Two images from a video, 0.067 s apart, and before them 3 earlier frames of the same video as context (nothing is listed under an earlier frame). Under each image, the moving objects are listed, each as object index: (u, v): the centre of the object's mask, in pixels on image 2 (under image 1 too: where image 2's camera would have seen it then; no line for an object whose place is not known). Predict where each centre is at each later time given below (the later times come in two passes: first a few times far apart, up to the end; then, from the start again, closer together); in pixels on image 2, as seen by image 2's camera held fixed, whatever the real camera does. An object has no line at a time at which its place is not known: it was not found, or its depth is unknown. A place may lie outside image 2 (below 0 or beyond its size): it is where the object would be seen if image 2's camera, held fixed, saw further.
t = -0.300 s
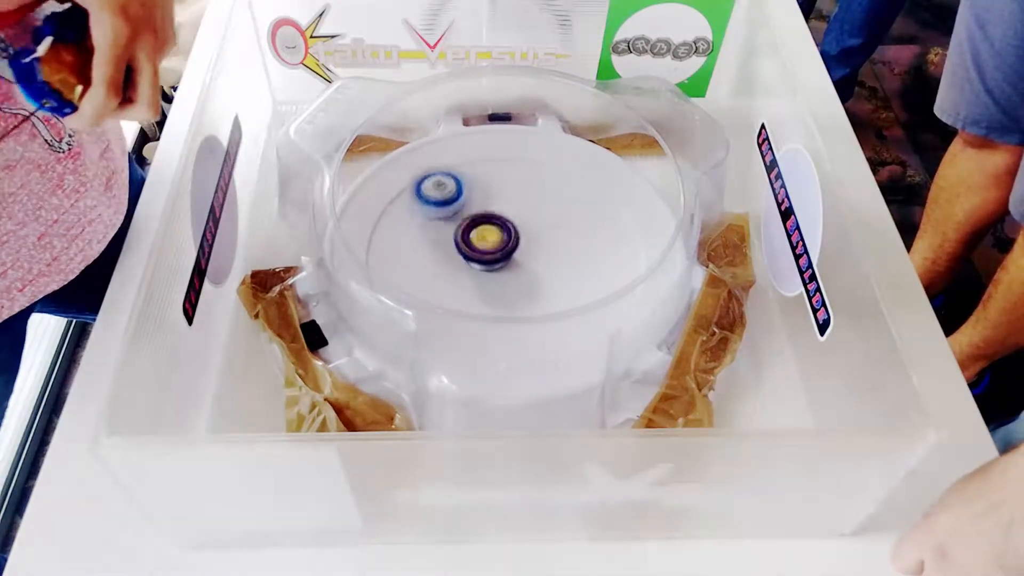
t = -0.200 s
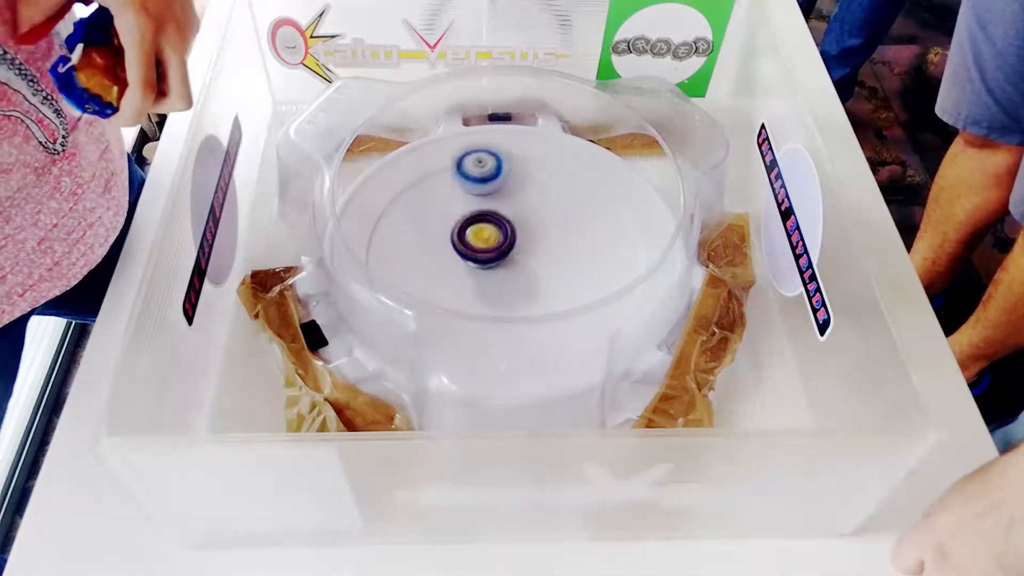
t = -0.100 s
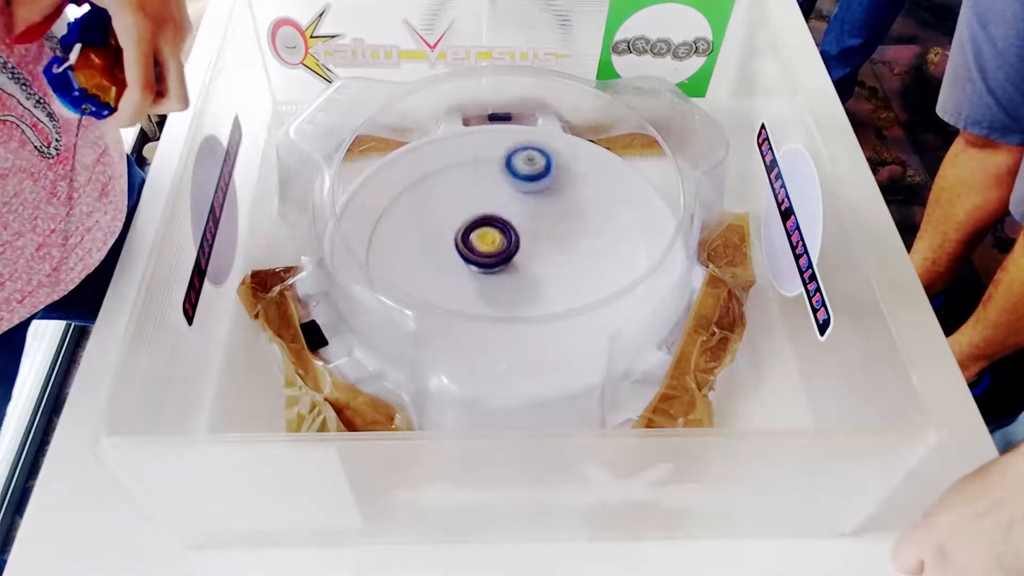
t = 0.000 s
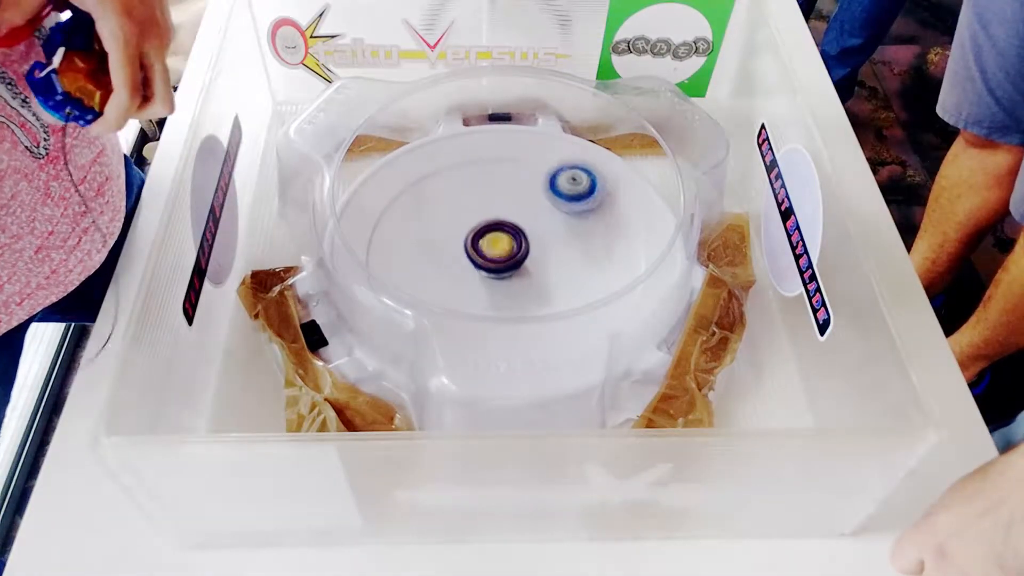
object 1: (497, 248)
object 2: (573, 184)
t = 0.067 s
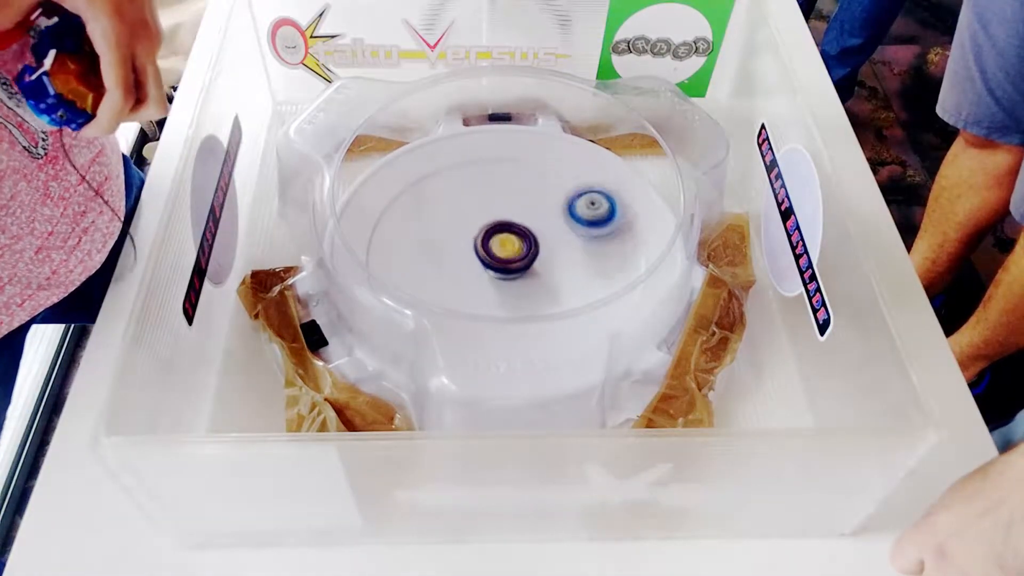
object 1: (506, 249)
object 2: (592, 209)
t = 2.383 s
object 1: (467, 289)
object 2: (556, 280)
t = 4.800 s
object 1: (574, 278)
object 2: (478, 224)
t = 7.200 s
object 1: (507, 285)
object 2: (480, 220)
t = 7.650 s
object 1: (510, 275)
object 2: (472, 224)
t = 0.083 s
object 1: (508, 249)
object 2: (594, 216)
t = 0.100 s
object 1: (509, 248)
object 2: (596, 223)
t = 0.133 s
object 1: (512, 246)
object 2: (596, 238)
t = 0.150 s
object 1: (512, 246)
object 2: (595, 246)
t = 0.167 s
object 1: (512, 246)
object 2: (593, 253)
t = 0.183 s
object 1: (512, 246)
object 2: (589, 260)
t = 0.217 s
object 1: (509, 247)
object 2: (579, 273)
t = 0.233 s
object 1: (507, 248)
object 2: (573, 279)
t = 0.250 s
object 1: (505, 249)
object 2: (566, 285)
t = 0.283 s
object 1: (500, 250)
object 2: (551, 294)
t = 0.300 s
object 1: (497, 251)
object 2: (542, 296)
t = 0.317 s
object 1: (493, 251)
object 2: (532, 298)
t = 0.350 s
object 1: (487, 251)
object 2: (514, 300)
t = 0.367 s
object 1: (484, 250)
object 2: (505, 301)
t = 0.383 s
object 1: (481, 249)
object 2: (495, 300)
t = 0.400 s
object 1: (479, 249)
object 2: (486, 299)
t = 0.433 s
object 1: (473, 244)
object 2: (471, 299)
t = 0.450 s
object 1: (470, 239)
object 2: (464, 299)
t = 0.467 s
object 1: (467, 235)
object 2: (457, 299)
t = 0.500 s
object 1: (464, 227)
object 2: (445, 296)
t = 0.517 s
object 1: (463, 224)
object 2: (437, 298)
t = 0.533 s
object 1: (463, 221)
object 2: (432, 291)
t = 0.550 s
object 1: (463, 220)
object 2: (426, 288)
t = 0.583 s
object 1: (463, 217)
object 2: (413, 281)
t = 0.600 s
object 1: (464, 216)
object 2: (408, 276)
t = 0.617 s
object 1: (464, 215)
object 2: (404, 273)
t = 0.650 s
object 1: (466, 213)
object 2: (393, 262)
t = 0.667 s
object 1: (467, 212)
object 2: (390, 256)
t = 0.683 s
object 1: (468, 211)
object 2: (388, 250)
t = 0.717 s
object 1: (469, 210)
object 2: (386, 237)
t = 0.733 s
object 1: (470, 210)
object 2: (387, 231)
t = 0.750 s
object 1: (470, 209)
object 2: (389, 225)
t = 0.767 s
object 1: (471, 208)
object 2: (391, 219)
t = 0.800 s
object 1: (473, 207)
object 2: (398, 208)
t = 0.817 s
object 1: (474, 207)
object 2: (402, 203)
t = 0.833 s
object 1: (475, 206)
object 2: (406, 198)
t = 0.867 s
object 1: (490, 204)
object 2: (409, 191)
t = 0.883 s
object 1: (497, 203)
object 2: (411, 188)
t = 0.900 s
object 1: (503, 203)
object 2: (414, 185)
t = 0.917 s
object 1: (508, 203)
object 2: (419, 182)
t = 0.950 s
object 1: (517, 204)
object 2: (430, 177)
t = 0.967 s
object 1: (520, 204)
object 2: (438, 175)
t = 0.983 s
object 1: (523, 205)
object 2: (445, 175)
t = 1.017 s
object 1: (526, 207)
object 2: (460, 174)
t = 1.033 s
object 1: (527, 208)
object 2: (468, 175)
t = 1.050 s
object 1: (533, 210)
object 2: (473, 175)
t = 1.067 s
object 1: (541, 212)
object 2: (475, 175)
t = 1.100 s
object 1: (556, 219)
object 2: (481, 177)
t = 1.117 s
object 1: (561, 222)
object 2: (485, 179)
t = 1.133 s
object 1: (566, 225)
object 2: (489, 182)
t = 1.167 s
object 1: (572, 230)
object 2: (499, 190)
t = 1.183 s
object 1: (575, 233)
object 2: (503, 195)
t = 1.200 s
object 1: (576, 235)
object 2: (507, 200)
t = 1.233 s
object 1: (578, 238)
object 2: (514, 213)
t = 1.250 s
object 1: (584, 239)
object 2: (514, 219)
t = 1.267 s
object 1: (600, 242)
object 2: (504, 222)
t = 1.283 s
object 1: (616, 244)
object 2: (494, 227)
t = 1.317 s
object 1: (636, 245)
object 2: (476, 236)
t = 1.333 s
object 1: (651, 248)
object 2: (468, 239)
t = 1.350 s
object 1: (659, 253)
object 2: (460, 242)
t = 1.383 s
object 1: (642, 268)
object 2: (446, 247)
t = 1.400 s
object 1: (633, 274)
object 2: (438, 248)
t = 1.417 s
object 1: (621, 284)
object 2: (432, 250)
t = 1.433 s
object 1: (611, 289)
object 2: (427, 251)
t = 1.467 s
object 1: (586, 302)
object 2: (417, 251)
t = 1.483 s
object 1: (573, 308)
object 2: (413, 250)
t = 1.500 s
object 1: (562, 311)
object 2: (409, 249)
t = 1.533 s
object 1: (538, 318)
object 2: (402, 247)
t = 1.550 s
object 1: (525, 320)
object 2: (399, 246)
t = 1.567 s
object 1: (514, 320)
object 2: (397, 244)
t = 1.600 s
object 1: (494, 319)
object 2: (392, 240)
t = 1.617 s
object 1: (483, 318)
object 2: (391, 238)
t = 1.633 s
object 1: (476, 316)
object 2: (390, 235)
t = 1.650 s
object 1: (468, 314)
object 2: (390, 233)
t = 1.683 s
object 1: (455, 308)
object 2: (389, 228)
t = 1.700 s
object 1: (451, 306)
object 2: (390, 225)
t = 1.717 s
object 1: (446, 302)
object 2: (391, 223)
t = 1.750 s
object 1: (440, 295)
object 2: (394, 216)
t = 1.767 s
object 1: (438, 293)
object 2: (397, 213)
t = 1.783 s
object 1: (437, 290)
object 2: (401, 211)
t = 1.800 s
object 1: (438, 282)
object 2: (405, 209)
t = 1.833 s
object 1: (437, 279)
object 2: (416, 207)
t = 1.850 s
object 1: (437, 277)
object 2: (423, 208)
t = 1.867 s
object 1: (438, 276)
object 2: (429, 208)
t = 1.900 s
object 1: (441, 272)
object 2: (444, 212)
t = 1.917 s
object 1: (442, 270)
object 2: (451, 216)
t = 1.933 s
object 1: (444, 269)
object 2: (458, 218)
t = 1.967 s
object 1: (450, 278)
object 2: (470, 216)
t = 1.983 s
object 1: (452, 281)
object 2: (475, 215)
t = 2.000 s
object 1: (455, 284)
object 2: (483, 215)
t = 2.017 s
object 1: (458, 286)
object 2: (488, 215)
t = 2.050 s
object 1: (463, 289)
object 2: (499, 217)
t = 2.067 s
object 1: (466, 291)
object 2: (504, 219)
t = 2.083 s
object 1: (468, 291)
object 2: (509, 221)
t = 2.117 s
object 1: (473, 292)
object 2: (518, 227)
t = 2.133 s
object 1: (474, 292)
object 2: (521, 230)
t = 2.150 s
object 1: (476, 292)
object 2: (524, 234)
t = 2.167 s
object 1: (477, 290)
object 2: (527, 237)
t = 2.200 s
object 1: (479, 289)
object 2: (530, 247)
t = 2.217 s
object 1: (480, 289)
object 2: (532, 251)
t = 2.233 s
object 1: (478, 289)
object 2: (534, 255)
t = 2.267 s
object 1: (475, 289)
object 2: (539, 260)
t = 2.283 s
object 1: (474, 289)
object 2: (540, 264)
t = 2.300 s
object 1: (474, 289)
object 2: (542, 267)
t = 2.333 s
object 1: (476, 289)
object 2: (545, 274)
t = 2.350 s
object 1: (474, 289)
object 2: (547, 276)
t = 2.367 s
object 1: (470, 289)
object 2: (551, 278)
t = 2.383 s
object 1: (467, 289)
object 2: (556, 280)
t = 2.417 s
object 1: (463, 288)
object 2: (560, 285)
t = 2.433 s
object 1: (463, 288)
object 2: (563, 287)
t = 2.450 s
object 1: (462, 288)
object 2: (564, 289)
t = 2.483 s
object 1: (462, 286)
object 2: (564, 294)
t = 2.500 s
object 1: (461, 285)
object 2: (563, 296)
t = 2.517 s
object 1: (462, 285)
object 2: (561, 298)
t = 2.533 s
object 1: (462, 284)
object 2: (560, 299)
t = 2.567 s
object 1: (464, 280)
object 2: (557, 308)
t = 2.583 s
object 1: (465, 279)
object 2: (554, 310)
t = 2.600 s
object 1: (466, 277)
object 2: (551, 313)
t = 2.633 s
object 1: (469, 274)
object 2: (541, 317)
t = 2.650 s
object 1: (470, 272)
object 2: (536, 319)
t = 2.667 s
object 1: (472, 270)
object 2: (530, 321)
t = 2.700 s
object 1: (475, 267)
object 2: (518, 320)
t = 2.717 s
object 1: (478, 265)
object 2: (511, 318)
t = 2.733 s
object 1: (480, 264)
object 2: (505, 317)
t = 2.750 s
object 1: (482, 262)
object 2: (500, 314)
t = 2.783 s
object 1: (487, 258)
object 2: (488, 307)
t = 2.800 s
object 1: (489, 255)
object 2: (484, 302)
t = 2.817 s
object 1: (491, 252)
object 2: (480, 300)
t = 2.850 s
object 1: (495, 239)
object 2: (476, 298)
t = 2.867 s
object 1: (498, 231)
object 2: (474, 297)
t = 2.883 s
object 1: (501, 223)
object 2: (472, 293)
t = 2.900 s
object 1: (504, 216)
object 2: (472, 291)
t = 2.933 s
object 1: (512, 203)
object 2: (472, 282)
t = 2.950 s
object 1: (518, 197)
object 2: (472, 278)
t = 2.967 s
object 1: (522, 191)
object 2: (475, 274)
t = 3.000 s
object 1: (533, 181)
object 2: (479, 266)
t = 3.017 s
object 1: (539, 177)
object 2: (483, 262)
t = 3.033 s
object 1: (546, 174)
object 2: (488, 259)
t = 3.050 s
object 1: (553, 172)
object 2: (491, 256)
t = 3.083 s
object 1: (564, 173)
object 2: (499, 251)
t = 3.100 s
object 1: (569, 177)
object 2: (505, 248)
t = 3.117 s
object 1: (573, 181)
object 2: (509, 245)
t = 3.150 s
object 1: (582, 191)
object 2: (518, 243)
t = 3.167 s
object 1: (586, 196)
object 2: (524, 241)
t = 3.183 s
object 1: (590, 202)
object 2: (528, 240)
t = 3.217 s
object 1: (597, 214)
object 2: (539, 239)
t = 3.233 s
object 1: (604, 216)
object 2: (538, 240)
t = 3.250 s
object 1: (615, 217)
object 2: (534, 245)
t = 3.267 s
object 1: (617, 220)
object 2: (531, 249)
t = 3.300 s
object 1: (620, 231)
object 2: (525, 257)
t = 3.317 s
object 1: (621, 239)
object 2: (522, 259)
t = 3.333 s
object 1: (621, 244)
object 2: (520, 262)
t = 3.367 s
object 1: (617, 257)
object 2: (515, 265)
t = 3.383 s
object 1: (614, 262)
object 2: (514, 266)
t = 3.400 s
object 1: (609, 267)
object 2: (512, 266)
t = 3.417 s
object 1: (604, 273)
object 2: (510, 265)
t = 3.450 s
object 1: (596, 289)
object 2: (505, 263)
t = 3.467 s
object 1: (590, 295)
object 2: (504, 263)
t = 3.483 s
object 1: (582, 301)
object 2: (503, 261)
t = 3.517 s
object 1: (563, 311)
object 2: (501, 258)
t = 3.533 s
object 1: (553, 315)
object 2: (500, 255)
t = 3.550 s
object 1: (543, 318)
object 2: (499, 254)
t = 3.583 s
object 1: (520, 322)
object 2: (500, 250)
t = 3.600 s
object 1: (509, 323)
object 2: (501, 248)
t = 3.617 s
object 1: (498, 323)
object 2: (502, 245)
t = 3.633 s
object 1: (485, 322)
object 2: (503, 243)
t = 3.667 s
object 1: (464, 319)
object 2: (508, 241)
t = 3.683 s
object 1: (453, 315)
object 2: (511, 239)
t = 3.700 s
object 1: (444, 312)
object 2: (513, 239)
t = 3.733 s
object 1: (428, 303)
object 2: (517, 238)
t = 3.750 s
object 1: (420, 297)
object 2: (519, 239)
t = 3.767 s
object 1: (414, 291)
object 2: (521, 240)
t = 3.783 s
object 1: (407, 285)
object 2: (523, 240)
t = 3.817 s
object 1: (395, 275)
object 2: (525, 243)
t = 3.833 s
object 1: (391, 270)
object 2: (526, 244)
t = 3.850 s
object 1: (388, 264)
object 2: (526, 246)
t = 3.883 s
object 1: (388, 249)
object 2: (525, 249)
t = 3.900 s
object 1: (387, 243)
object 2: (525, 250)
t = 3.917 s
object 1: (386, 237)
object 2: (523, 251)
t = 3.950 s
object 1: (390, 224)
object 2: (518, 253)
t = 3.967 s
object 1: (395, 217)
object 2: (516, 254)
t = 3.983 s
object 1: (399, 212)
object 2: (513, 255)
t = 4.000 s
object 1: (404, 206)
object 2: (511, 255)
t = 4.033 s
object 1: (417, 196)
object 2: (505, 254)
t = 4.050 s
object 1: (424, 192)
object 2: (502, 252)
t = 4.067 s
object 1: (431, 188)
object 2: (499, 251)
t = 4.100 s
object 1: (448, 181)
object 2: (495, 248)
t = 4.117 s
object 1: (456, 178)
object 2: (493, 245)
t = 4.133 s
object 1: (464, 176)
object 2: (492, 243)
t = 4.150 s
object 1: (472, 174)
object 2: (491, 240)
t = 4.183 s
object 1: (491, 172)
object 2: (491, 234)
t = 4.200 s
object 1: (499, 171)
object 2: (492, 232)
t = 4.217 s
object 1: (507, 171)
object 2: (494, 230)
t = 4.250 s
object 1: (524, 172)
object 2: (500, 227)
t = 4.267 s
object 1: (531, 173)
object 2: (503, 226)
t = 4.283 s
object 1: (539, 174)
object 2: (505, 225)
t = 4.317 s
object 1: (554, 179)
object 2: (510, 226)
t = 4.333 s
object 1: (560, 181)
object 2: (512, 227)
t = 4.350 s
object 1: (566, 184)
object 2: (514, 228)
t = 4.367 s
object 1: (572, 187)
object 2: (516, 230)
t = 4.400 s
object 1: (582, 194)
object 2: (519, 233)
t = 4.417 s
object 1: (587, 197)
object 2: (519, 236)
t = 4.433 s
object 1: (591, 202)
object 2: (519, 239)
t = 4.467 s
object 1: (597, 210)
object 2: (517, 244)
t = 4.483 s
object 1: (600, 214)
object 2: (515, 247)
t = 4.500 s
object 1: (603, 218)
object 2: (512, 249)
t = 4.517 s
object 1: (604, 223)
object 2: (509, 250)
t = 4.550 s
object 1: (606, 232)
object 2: (502, 252)
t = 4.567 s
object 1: (606, 236)
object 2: (497, 253)
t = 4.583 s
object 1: (606, 241)
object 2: (493, 252)
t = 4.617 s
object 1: (604, 249)
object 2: (486, 251)
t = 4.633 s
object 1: (602, 254)
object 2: (483, 250)
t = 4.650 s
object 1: (600, 257)
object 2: (480, 247)
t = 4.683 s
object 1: (595, 264)
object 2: (475, 242)
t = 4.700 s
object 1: (592, 267)
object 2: (474, 239)
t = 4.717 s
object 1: (589, 269)
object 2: (472, 236)
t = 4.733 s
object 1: (586, 271)
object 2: (472, 233)
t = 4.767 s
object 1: (579, 275)
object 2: (473, 228)
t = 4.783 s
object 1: (576, 276)
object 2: (475, 226)
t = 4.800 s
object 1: (574, 278)
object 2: (478, 224)
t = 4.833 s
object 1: (568, 279)
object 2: (483, 221)
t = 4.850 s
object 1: (566, 280)
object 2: (487, 221)
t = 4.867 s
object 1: (564, 280)
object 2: (489, 221)
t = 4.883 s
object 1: (562, 281)
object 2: (493, 221)
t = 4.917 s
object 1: (559, 281)
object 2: (500, 224)
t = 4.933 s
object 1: (557, 281)
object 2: (503, 227)
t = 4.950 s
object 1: (555, 282)
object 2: (506, 229)
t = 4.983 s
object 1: (554, 282)
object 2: (510, 234)
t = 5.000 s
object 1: (552, 282)
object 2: (511, 237)
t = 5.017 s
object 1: (554, 284)
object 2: (509, 239)
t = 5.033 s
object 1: (556, 285)
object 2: (507, 241)
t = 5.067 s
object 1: (555, 286)
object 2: (502, 248)
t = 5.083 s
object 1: (555, 287)
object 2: (499, 249)
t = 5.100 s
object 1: (555, 287)
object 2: (496, 249)
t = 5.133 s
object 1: (554, 287)
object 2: (489, 249)
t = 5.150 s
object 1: (553, 287)
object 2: (486, 249)
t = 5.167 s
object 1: (552, 288)
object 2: (481, 244)
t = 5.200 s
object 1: (551, 288)
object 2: (476, 241)
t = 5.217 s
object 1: (550, 288)
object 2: (474, 239)
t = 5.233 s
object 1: (549, 288)
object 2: (471, 236)
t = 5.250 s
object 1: (549, 288)
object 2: (470, 237)
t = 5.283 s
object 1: (547, 288)
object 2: (469, 233)
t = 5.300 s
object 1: (546, 287)
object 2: (470, 230)
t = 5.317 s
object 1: (546, 288)
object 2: (471, 228)
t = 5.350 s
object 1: (544, 287)
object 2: (475, 223)
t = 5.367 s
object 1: (543, 288)
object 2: (478, 221)
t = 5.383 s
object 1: (542, 288)
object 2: (481, 220)
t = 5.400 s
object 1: (541, 287)
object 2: (485, 221)
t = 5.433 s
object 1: (540, 288)
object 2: (490, 223)
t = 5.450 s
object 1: (539, 287)
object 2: (492, 225)
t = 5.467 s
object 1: (538, 288)
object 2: (494, 227)
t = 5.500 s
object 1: (536, 287)
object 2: (497, 230)
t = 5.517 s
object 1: (535, 287)
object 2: (499, 237)
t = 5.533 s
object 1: (533, 287)
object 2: (500, 240)
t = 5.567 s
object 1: (533, 287)
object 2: (499, 245)
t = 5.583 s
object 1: (538, 290)
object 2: (495, 244)
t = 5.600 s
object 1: (542, 295)
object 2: (488, 243)
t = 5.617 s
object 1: (547, 303)
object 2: (483, 243)
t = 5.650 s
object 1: (553, 307)
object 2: (474, 241)
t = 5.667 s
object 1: (553, 312)
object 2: (471, 240)
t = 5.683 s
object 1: (556, 315)
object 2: (469, 239)
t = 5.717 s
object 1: (555, 317)
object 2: (463, 235)
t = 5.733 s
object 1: (552, 317)
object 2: (460, 234)
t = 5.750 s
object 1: (553, 315)
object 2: (457, 232)
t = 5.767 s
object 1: (552, 315)
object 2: (455, 229)
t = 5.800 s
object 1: (548, 312)
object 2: (452, 224)
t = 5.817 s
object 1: (544, 308)
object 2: (451, 218)
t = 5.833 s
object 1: (542, 306)
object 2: (452, 216)
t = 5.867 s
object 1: (537, 302)
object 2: (454, 211)
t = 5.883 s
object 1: (534, 300)
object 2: (456, 209)
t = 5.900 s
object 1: (531, 298)
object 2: (459, 208)
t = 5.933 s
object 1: (524, 293)
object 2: (465, 207)
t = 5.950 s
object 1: (521, 290)
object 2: (469, 207)
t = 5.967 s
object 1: (518, 288)
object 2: (472, 208)
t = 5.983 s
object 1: (514, 285)
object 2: (476, 209)
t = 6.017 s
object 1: (505, 278)
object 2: (482, 215)
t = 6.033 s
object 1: (501, 275)
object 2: (485, 218)
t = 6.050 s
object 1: (499, 272)
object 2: (486, 219)
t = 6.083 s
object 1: (498, 275)
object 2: (487, 220)
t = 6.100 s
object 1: (494, 276)
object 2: (487, 221)
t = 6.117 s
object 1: (491, 277)
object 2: (487, 221)
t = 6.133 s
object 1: (489, 276)
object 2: (486, 220)
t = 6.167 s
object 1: (488, 276)
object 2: (486, 221)
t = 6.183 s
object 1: (488, 277)
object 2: (484, 223)
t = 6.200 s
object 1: (487, 278)
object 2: (484, 223)
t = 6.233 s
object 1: (486, 279)
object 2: (482, 221)
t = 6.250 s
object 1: (485, 280)
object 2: (481, 219)
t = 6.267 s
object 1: (485, 281)
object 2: (481, 217)
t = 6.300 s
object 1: (486, 282)
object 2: (481, 212)
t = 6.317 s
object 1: (487, 282)
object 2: (481, 211)
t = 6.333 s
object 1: (489, 283)
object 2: (483, 211)
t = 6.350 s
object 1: (490, 282)
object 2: (484, 210)
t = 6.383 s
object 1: (493, 282)
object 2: (487, 209)
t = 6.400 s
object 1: (494, 282)
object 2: (488, 208)
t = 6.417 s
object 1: (496, 281)
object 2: (490, 208)
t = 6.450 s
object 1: (496, 278)
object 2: (492, 212)
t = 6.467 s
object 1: (495, 276)
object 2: (494, 213)
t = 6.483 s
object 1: (493, 275)
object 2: (495, 215)
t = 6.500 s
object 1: (492, 274)
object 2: (495, 218)
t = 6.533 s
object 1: (488, 273)
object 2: (494, 222)
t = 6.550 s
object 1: (487, 274)
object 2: (495, 223)
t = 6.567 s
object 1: (486, 276)
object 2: (494, 222)
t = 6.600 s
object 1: (486, 278)
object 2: (493, 222)
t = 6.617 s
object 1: (486, 278)
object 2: (493, 222)
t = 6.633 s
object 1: (486, 278)
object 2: (491, 223)
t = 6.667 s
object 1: (487, 278)
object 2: (490, 223)
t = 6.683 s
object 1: (487, 278)
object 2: (490, 225)
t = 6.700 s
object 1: (486, 278)
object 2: (489, 226)
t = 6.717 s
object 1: (486, 279)
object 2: (488, 225)
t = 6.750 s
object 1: (486, 282)
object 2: (484, 221)
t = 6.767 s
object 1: (486, 283)
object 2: (482, 218)
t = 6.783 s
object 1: (487, 284)
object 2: (482, 219)
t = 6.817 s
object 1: (488, 285)
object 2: (481, 215)
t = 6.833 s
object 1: (489, 286)
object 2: (481, 213)
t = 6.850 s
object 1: (491, 286)
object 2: (481, 210)
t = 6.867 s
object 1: (492, 286)
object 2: (482, 209)
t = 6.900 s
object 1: (492, 286)
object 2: (484, 211)
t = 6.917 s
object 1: (493, 285)
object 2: (485, 211)
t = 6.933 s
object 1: (493, 284)
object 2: (487, 210)
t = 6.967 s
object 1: (491, 281)
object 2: (488, 213)
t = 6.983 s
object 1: (490, 280)
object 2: (490, 214)
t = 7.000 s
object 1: (490, 279)
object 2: (490, 215)
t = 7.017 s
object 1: (489, 277)
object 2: (490, 217)
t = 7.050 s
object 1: (489, 275)
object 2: (492, 221)
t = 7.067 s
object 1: (490, 275)
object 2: (492, 222)
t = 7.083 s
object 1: (492, 276)
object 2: (491, 222)
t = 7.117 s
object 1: (496, 278)
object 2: (489, 222)
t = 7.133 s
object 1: (498, 279)
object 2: (488, 224)
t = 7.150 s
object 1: (499, 279)
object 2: (488, 225)
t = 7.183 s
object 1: (503, 281)
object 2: (483, 223)
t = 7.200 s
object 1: (507, 285)
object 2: (480, 220)
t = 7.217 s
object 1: (509, 287)
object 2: (477, 222)
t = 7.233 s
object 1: (510, 289)
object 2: (474, 220)
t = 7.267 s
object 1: (511, 294)
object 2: (470, 216)
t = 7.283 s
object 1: (510, 297)
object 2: (470, 216)
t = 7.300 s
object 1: (509, 298)
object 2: (468, 215)
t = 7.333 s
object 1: (506, 299)
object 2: (467, 209)
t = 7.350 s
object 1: (505, 298)
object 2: (467, 210)
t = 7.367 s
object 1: (503, 298)
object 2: (467, 209)
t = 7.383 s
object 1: (501, 298)
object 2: (467, 206)
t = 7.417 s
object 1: (496, 296)
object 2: (468, 208)
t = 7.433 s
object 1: (494, 295)
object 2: (468, 208)
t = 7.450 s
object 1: (491, 293)
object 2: (470, 207)
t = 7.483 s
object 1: (487, 290)
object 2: (472, 210)
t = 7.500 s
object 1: (486, 288)
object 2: (474, 212)
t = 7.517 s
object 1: (486, 287)
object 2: (476, 210)
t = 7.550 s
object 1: (487, 281)
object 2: (477, 218)
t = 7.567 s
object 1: (489, 277)
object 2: (477, 220)
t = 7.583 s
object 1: (491, 274)
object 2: (478, 220)
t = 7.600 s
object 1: (494, 272)
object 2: (479, 225)
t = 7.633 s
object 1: (505, 274)
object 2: (474, 223)
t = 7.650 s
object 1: (510, 275)
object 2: (472, 224)
